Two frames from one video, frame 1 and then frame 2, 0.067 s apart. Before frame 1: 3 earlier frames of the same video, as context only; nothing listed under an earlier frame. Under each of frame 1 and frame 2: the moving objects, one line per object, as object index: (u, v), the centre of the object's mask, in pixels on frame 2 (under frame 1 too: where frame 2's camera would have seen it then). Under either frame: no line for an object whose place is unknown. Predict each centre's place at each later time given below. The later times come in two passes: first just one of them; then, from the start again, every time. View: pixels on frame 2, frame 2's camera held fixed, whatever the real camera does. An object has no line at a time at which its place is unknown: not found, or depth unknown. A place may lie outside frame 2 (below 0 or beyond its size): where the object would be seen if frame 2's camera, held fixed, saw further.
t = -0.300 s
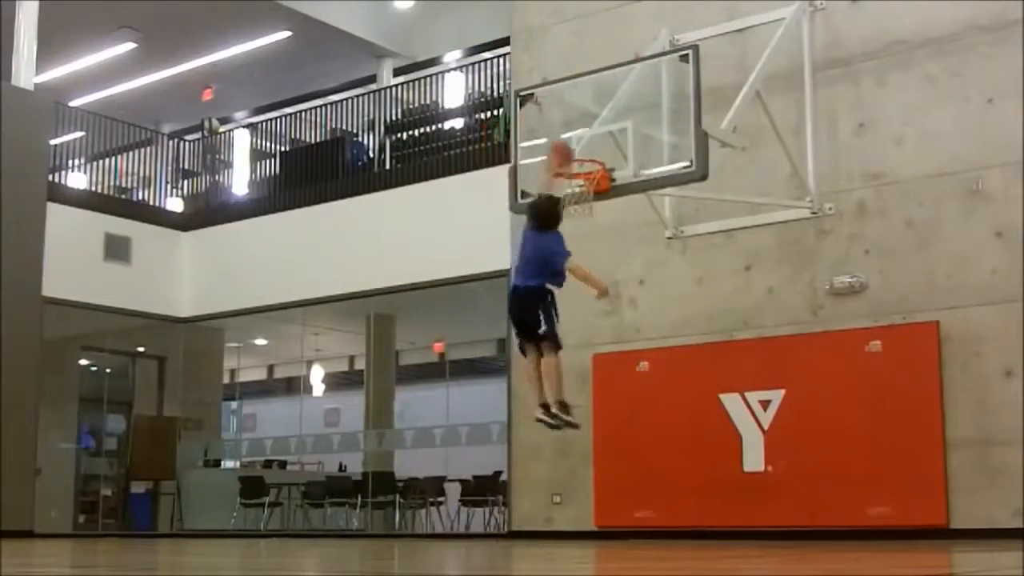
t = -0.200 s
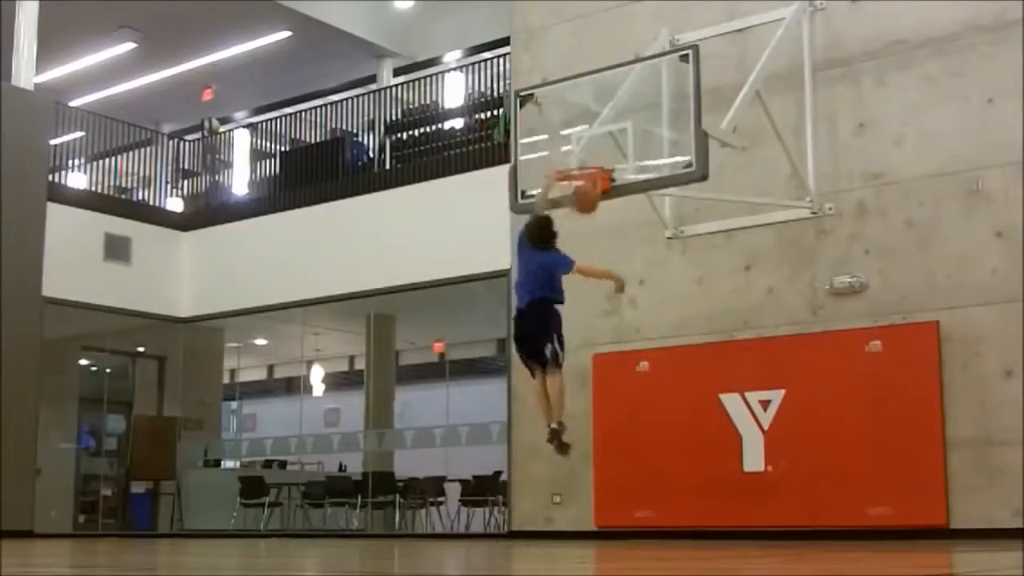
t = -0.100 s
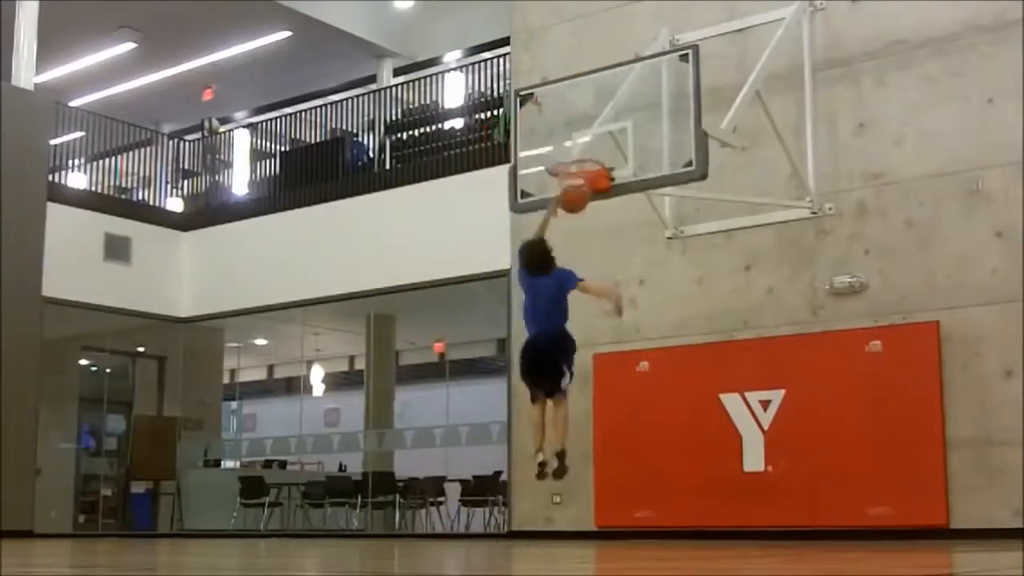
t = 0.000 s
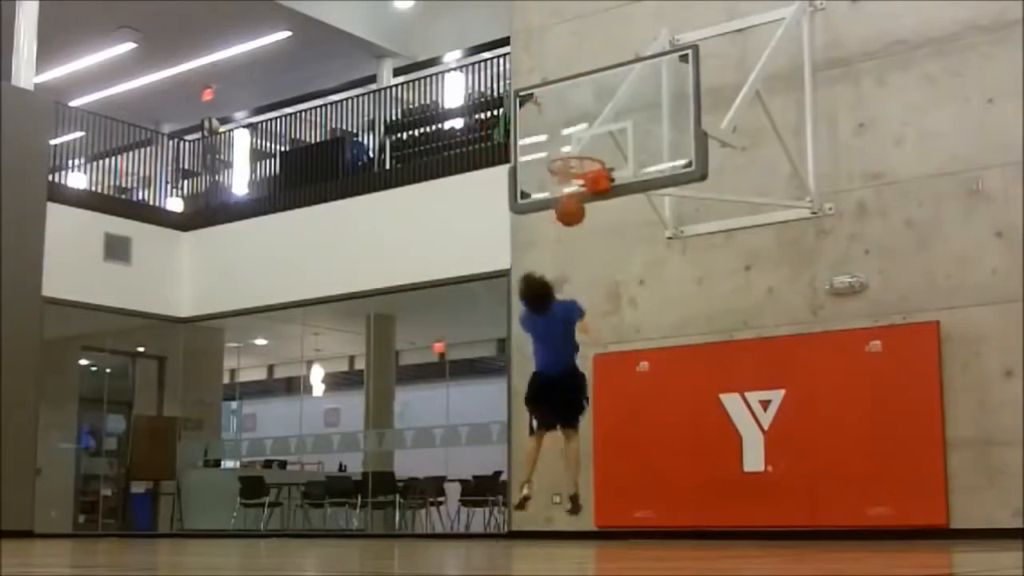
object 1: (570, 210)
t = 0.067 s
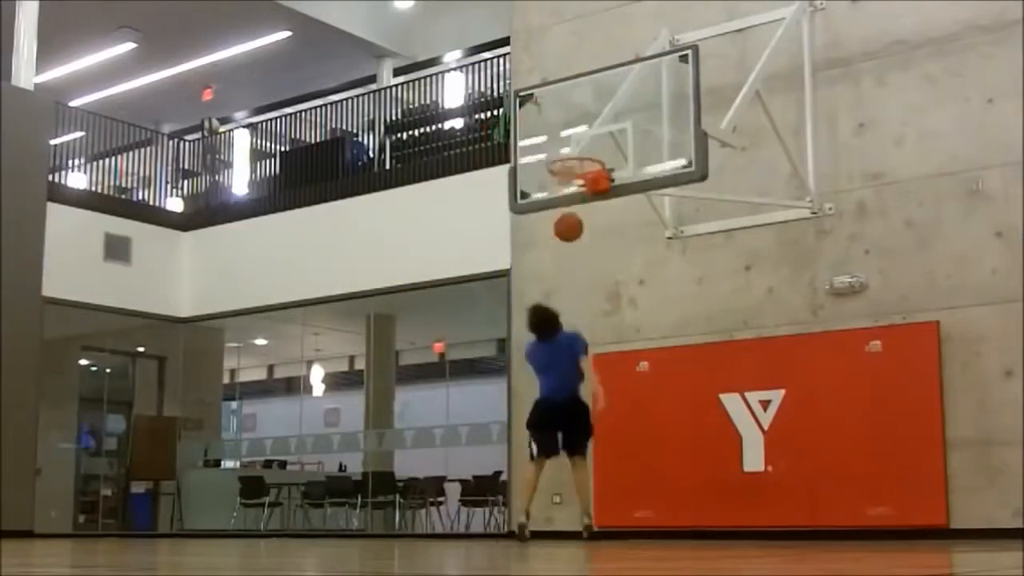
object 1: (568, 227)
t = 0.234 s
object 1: (564, 292)
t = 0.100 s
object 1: (568, 237)
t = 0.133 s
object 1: (567, 248)
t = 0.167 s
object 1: (566, 261)
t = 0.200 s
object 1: (565, 276)
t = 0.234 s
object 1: (564, 292)
